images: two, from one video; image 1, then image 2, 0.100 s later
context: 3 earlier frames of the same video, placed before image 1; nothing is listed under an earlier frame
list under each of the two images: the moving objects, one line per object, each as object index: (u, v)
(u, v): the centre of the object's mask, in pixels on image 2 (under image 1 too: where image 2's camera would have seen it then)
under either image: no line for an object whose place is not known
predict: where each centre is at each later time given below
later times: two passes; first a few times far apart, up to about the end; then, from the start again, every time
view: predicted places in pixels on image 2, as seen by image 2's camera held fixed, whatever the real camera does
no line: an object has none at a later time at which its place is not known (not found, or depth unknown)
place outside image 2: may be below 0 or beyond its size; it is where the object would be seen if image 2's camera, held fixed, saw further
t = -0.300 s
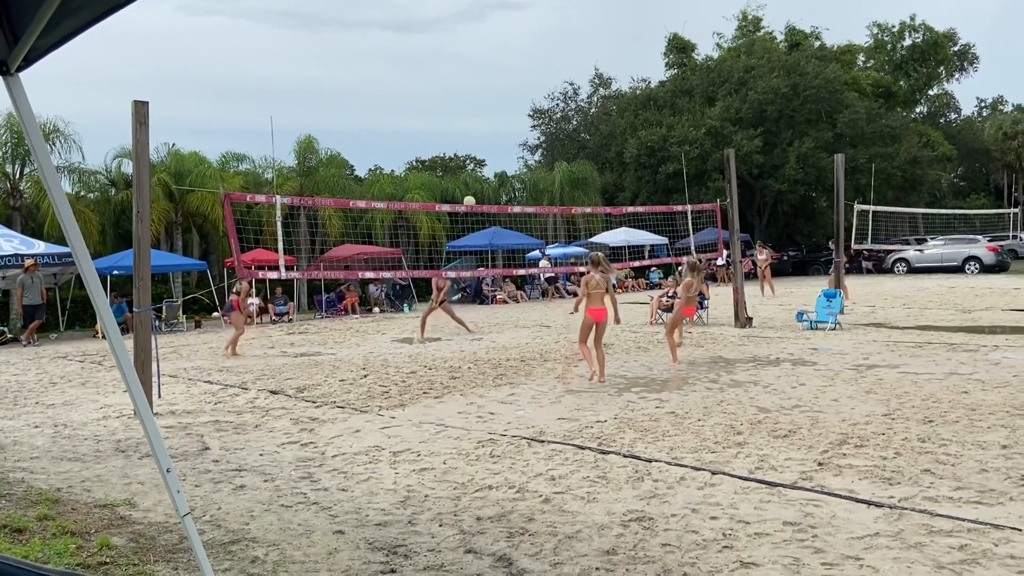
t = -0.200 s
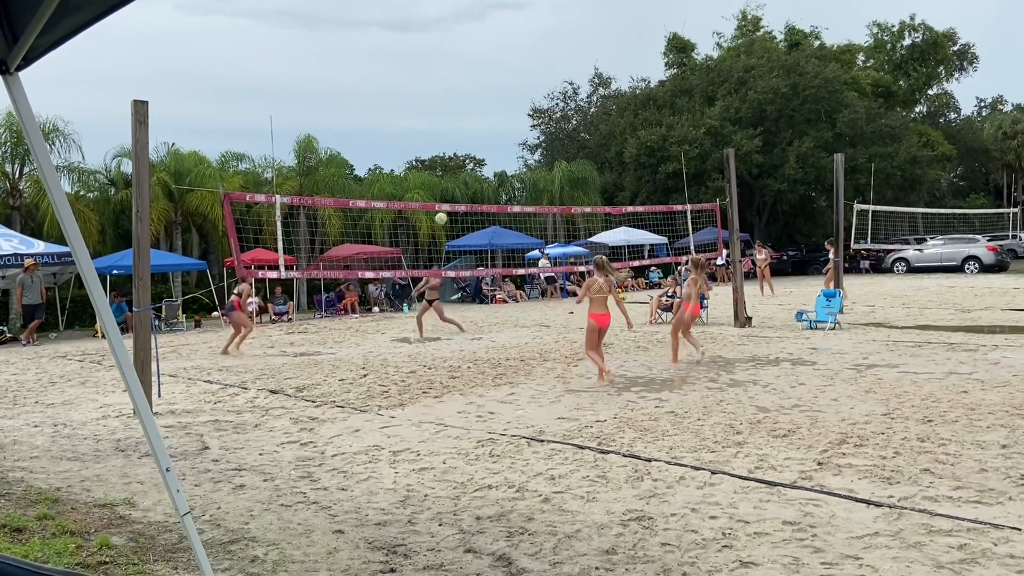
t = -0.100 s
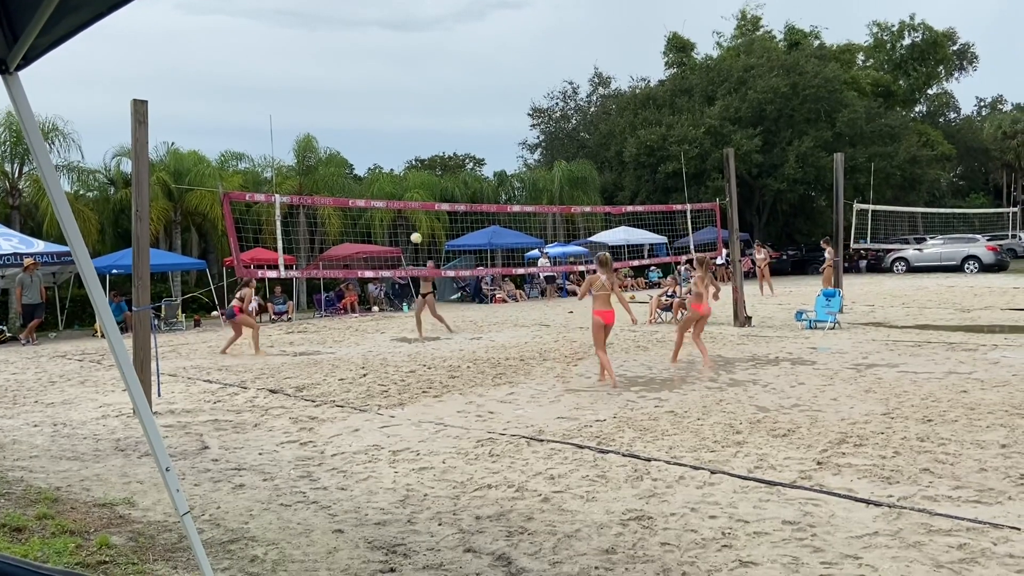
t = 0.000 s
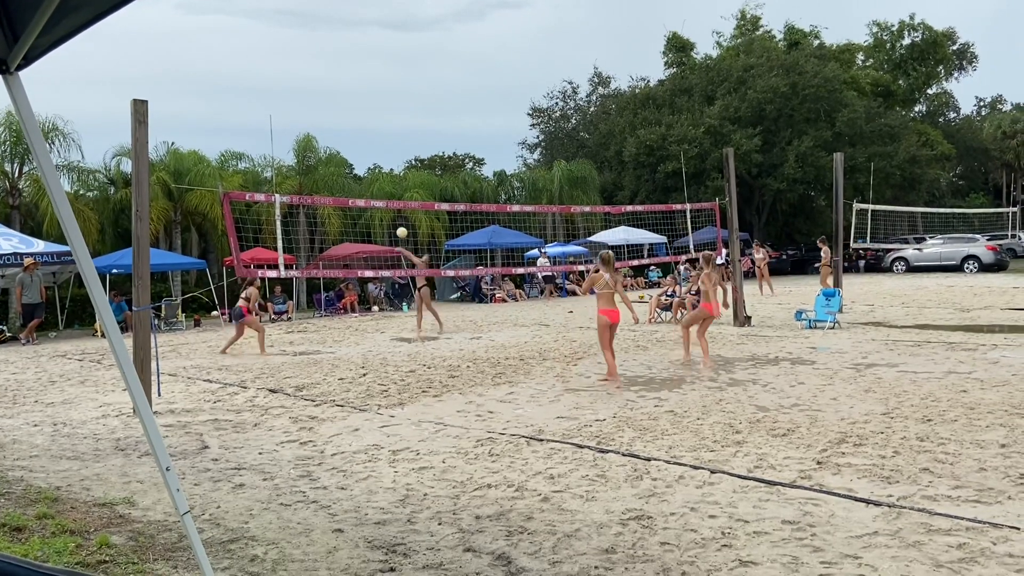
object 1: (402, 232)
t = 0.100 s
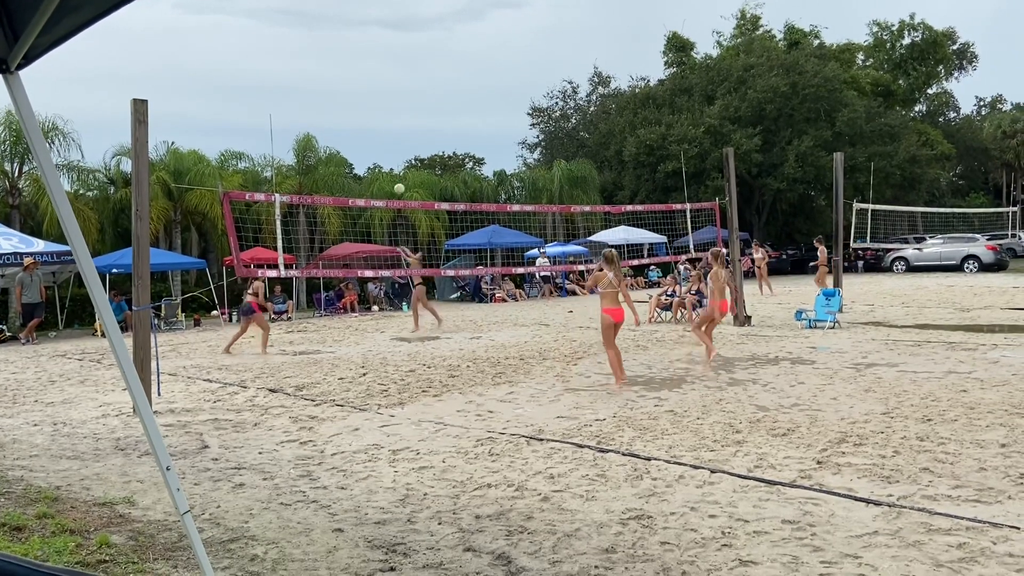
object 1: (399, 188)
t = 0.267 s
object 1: (397, 131)
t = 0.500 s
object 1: (393, 74)
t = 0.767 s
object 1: (392, 44)
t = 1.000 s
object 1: (392, 45)
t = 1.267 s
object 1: (394, 75)
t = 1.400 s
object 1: (396, 100)
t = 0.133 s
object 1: (398, 175)
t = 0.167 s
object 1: (398, 165)
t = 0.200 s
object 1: (398, 153)
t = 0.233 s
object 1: (397, 141)
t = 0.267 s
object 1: (397, 131)
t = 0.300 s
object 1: (396, 121)
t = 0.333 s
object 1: (395, 112)
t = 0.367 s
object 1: (395, 103)
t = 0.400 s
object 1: (395, 95)
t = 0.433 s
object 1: (394, 87)
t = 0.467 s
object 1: (394, 81)
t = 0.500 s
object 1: (393, 74)
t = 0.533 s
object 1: (393, 68)
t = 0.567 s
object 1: (393, 63)
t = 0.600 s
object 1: (393, 59)
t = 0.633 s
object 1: (392, 55)
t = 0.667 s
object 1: (392, 51)
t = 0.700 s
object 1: (392, 48)
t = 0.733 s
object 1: (392, 46)
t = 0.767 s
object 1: (392, 44)
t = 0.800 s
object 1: (391, 43)
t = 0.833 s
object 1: (392, 42)
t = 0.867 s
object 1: (392, 42)
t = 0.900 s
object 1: (392, 42)
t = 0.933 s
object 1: (392, 42)
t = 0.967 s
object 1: (392, 43)
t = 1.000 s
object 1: (392, 45)
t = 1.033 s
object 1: (392, 47)
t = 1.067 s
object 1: (392, 50)
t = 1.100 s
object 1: (392, 53)
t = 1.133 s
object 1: (393, 56)
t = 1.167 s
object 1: (393, 60)
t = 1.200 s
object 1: (393, 65)
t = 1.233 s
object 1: (393, 70)
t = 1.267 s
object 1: (394, 75)
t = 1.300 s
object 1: (394, 80)
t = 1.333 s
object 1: (395, 86)
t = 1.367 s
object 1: (396, 93)
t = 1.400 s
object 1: (396, 100)
